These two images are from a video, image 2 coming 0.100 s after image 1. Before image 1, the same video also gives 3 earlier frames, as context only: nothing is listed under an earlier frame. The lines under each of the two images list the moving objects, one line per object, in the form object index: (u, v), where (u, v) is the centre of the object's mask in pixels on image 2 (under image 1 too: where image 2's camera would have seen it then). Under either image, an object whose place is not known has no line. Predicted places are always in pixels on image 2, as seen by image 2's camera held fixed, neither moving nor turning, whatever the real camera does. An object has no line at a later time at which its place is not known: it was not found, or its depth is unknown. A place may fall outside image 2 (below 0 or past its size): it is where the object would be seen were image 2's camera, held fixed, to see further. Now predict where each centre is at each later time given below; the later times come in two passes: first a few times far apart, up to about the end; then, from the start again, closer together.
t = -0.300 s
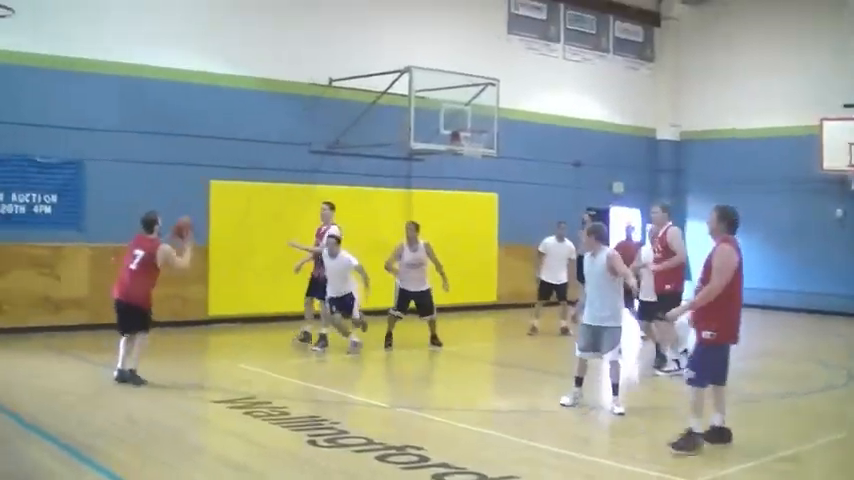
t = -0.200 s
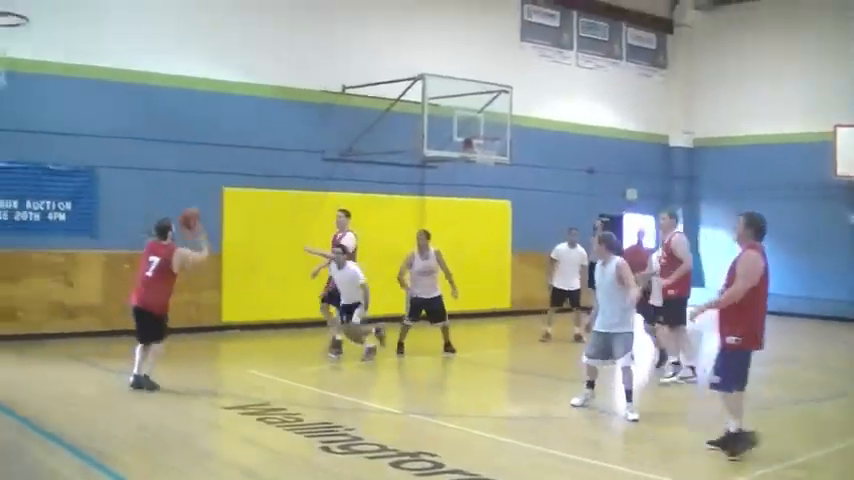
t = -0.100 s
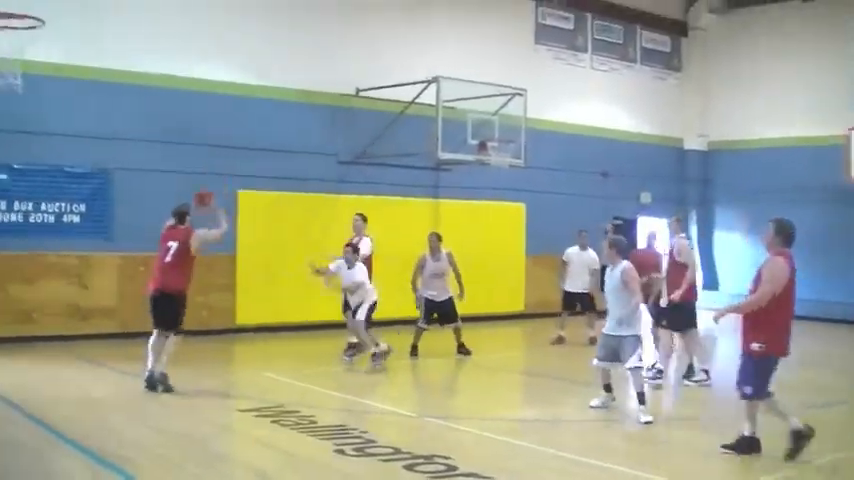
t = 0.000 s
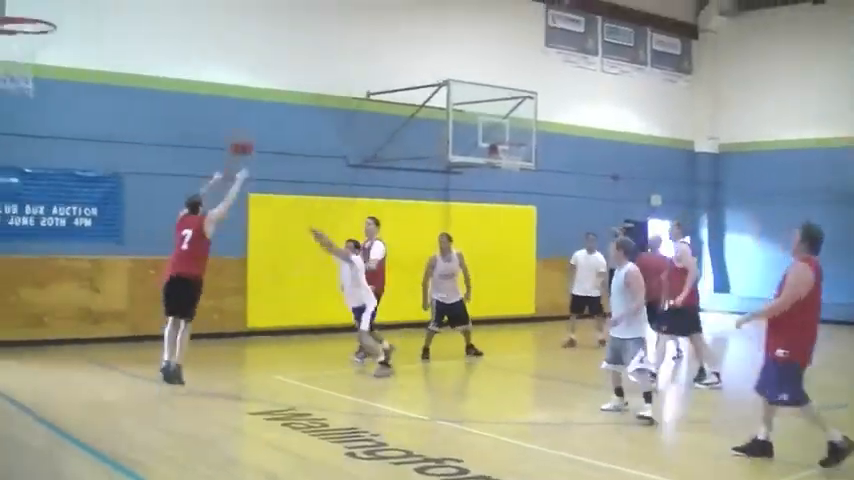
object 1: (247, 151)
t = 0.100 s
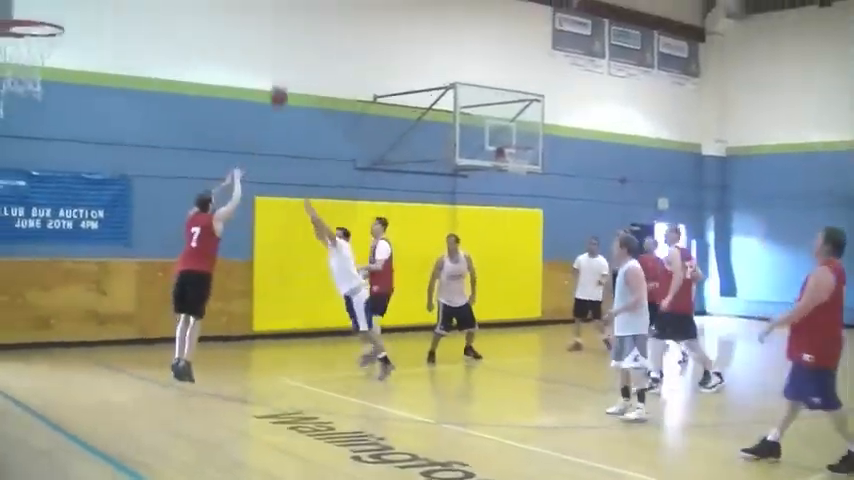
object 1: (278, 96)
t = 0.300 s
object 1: (332, 28)
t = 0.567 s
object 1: (392, -4)
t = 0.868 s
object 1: (447, 25)
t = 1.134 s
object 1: (488, 96)
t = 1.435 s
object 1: (481, 100)
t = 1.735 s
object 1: (434, 73)
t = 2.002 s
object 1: (391, 99)
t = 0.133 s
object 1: (287, 81)
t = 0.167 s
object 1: (297, 68)
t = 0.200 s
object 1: (306, 56)
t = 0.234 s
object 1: (315, 45)
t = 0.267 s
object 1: (324, 35)
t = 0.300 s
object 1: (332, 28)
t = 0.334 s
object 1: (340, 20)
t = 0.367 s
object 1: (349, 13)
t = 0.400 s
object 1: (356, 8)
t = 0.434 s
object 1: (364, 4)
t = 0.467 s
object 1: (371, 1)
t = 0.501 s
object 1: (378, -3)
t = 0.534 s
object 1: (385, -4)
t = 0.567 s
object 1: (392, -4)
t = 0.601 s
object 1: (399, -4)
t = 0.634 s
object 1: (405, -3)
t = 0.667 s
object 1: (412, -1)
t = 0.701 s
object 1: (419, 1)
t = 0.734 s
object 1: (425, 4)
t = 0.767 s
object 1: (431, 8)
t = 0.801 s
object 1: (437, 13)
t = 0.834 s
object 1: (442, 19)
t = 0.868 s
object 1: (447, 25)
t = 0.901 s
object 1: (453, 31)
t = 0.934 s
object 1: (458, 38)
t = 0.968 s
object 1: (463, 46)
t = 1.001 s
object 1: (468, 55)
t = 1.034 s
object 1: (473, 64)
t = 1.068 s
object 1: (478, 75)
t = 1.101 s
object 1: (483, 85)
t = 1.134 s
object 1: (488, 96)
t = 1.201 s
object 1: (498, 120)
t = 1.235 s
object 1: (499, 133)
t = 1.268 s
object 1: (503, 137)
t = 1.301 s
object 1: (499, 131)
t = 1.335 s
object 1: (496, 123)
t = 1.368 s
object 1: (490, 114)
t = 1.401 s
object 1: (485, 107)
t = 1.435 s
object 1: (481, 100)
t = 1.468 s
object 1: (476, 95)
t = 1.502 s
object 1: (470, 89)
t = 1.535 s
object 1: (466, 84)
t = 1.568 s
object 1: (460, 81)
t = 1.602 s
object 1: (455, 78)
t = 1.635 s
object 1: (450, 76)
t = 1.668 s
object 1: (445, 74)
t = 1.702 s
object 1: (440, 72)
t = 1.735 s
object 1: (434, 73)
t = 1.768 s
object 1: (429, 73)
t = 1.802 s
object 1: (424, 74)
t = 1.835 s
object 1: (418, 76)
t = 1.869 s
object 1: (413, 79)
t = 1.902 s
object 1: (407, 83)
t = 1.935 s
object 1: (402, 87)
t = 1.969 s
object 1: (397, 93)
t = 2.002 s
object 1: (391, 99)
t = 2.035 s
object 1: (385, 106)
